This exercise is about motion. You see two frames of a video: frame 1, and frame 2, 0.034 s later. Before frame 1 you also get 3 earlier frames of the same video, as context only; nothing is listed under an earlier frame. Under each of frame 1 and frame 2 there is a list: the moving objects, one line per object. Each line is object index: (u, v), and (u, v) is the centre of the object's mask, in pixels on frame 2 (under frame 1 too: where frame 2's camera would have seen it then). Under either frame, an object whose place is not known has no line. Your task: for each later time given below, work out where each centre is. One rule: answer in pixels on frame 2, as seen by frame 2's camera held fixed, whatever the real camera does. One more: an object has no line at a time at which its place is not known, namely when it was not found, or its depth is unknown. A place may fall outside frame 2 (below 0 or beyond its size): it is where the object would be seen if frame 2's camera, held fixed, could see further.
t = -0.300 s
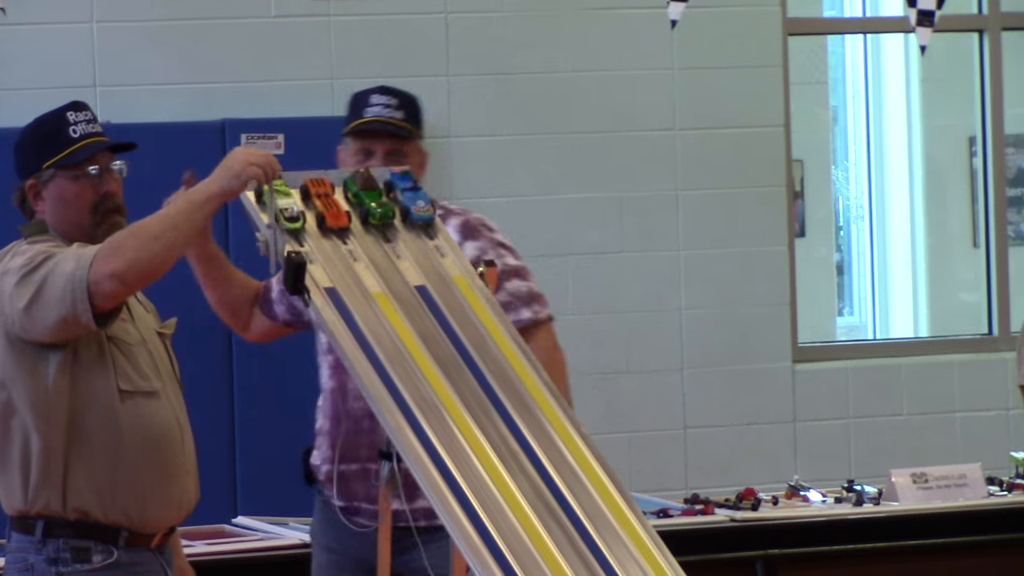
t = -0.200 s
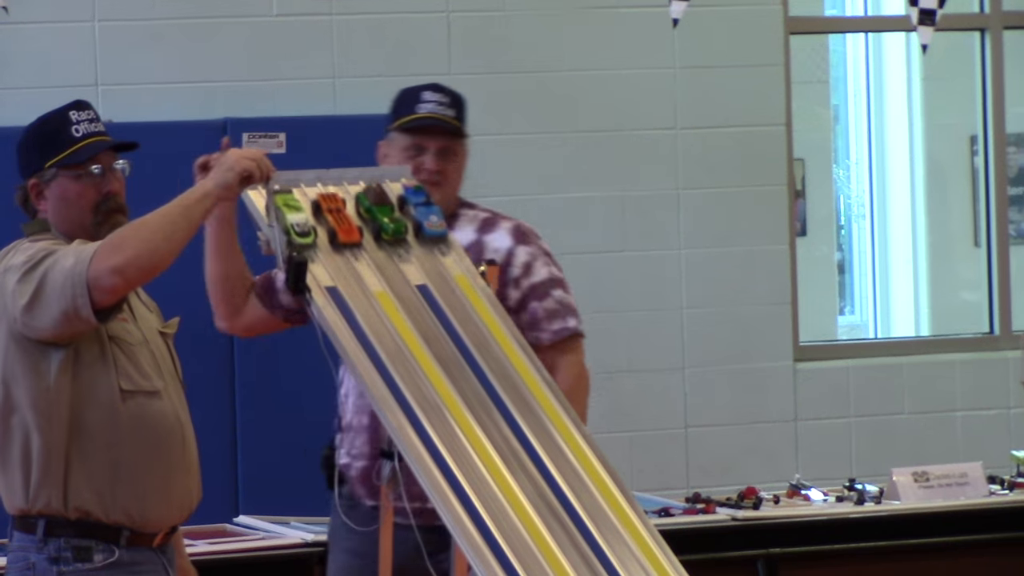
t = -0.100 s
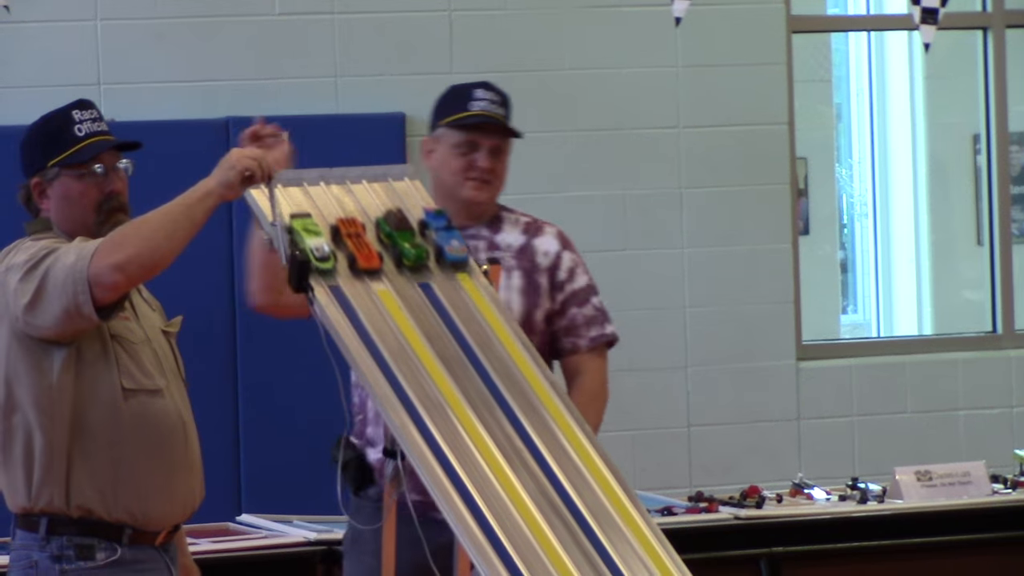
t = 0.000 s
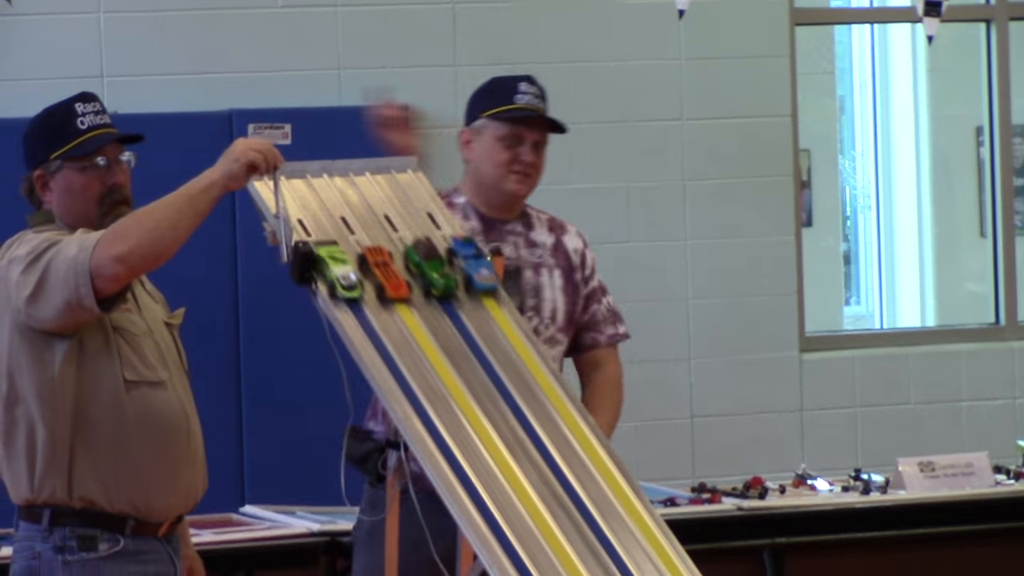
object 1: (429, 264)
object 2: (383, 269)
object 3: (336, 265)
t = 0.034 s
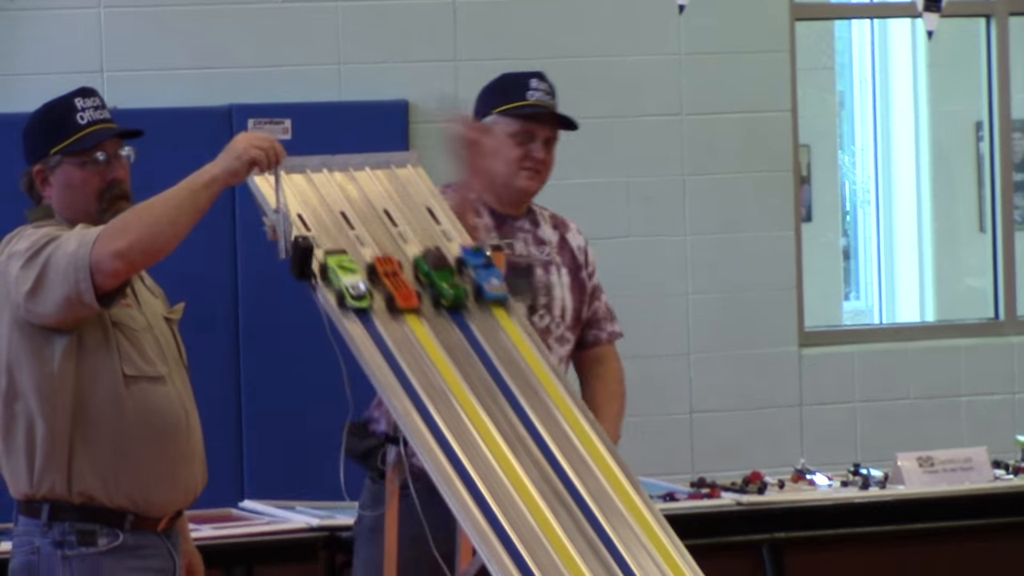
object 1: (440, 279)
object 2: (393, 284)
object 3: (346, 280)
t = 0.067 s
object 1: (450, 295)
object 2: (404, 300)
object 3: (355, 296)
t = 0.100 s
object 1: (462, 313)
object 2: (416, 318)
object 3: (366, 314)
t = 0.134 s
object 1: (475, 333)
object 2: (429, 338)
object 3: (378, 333)
